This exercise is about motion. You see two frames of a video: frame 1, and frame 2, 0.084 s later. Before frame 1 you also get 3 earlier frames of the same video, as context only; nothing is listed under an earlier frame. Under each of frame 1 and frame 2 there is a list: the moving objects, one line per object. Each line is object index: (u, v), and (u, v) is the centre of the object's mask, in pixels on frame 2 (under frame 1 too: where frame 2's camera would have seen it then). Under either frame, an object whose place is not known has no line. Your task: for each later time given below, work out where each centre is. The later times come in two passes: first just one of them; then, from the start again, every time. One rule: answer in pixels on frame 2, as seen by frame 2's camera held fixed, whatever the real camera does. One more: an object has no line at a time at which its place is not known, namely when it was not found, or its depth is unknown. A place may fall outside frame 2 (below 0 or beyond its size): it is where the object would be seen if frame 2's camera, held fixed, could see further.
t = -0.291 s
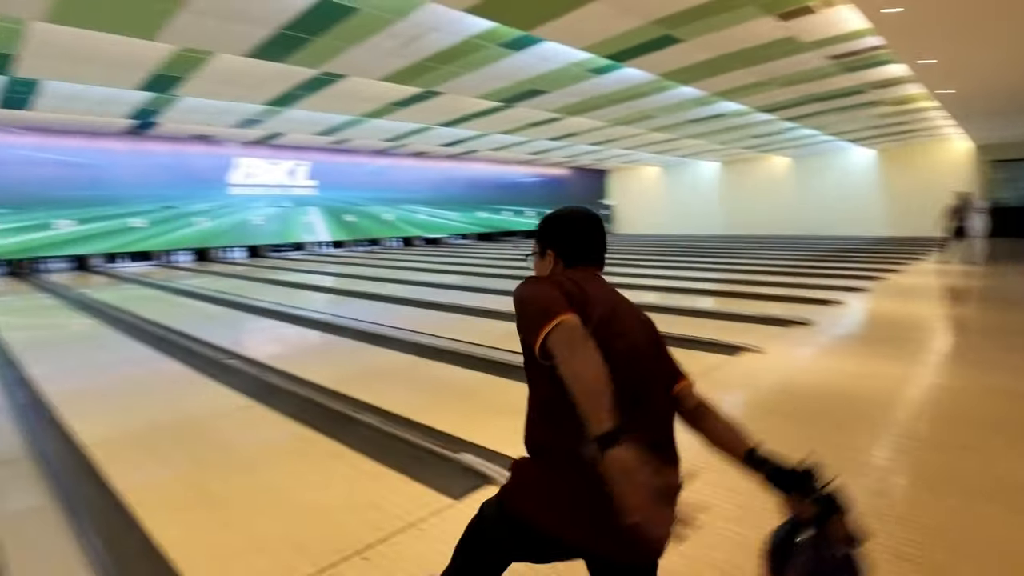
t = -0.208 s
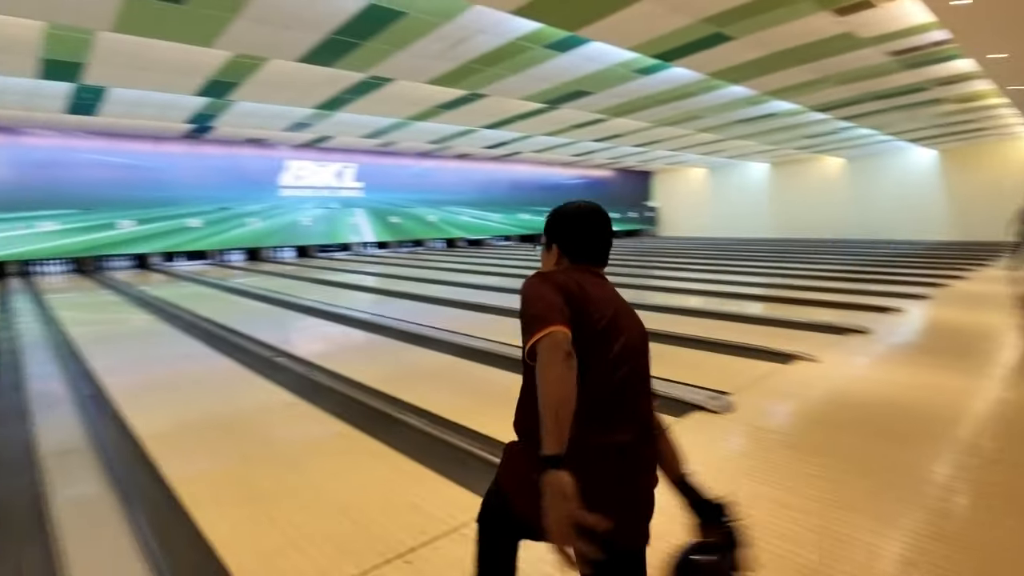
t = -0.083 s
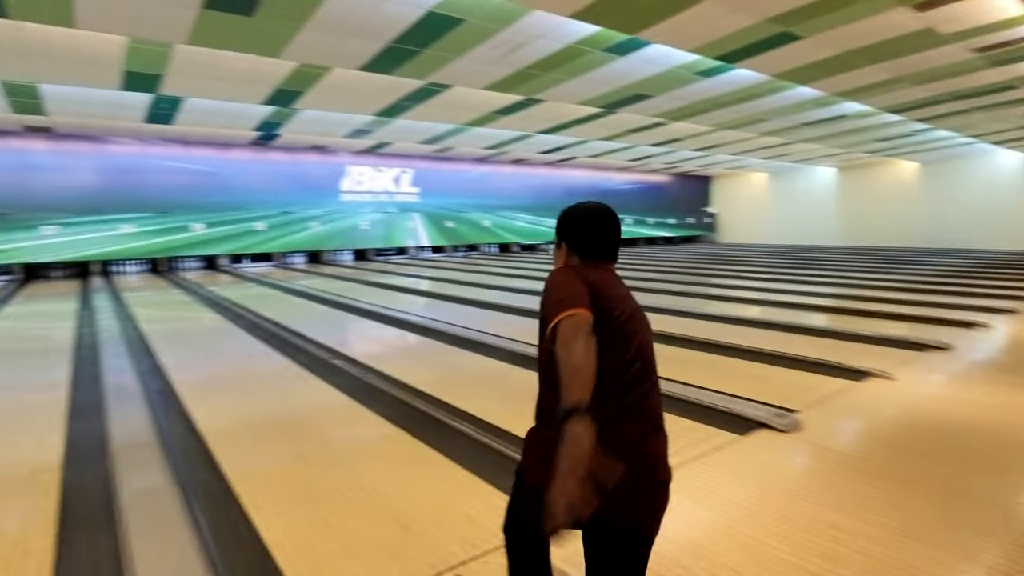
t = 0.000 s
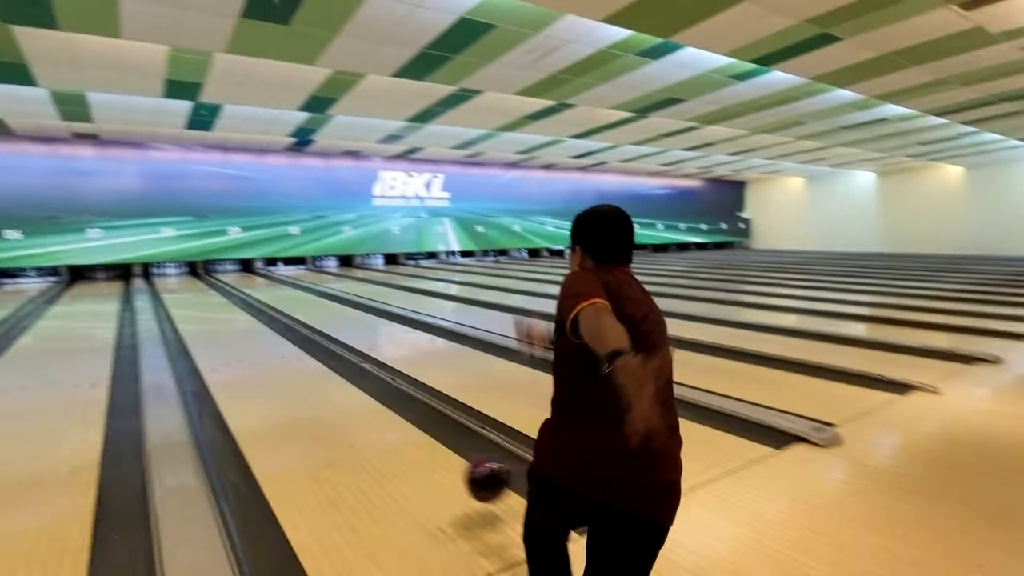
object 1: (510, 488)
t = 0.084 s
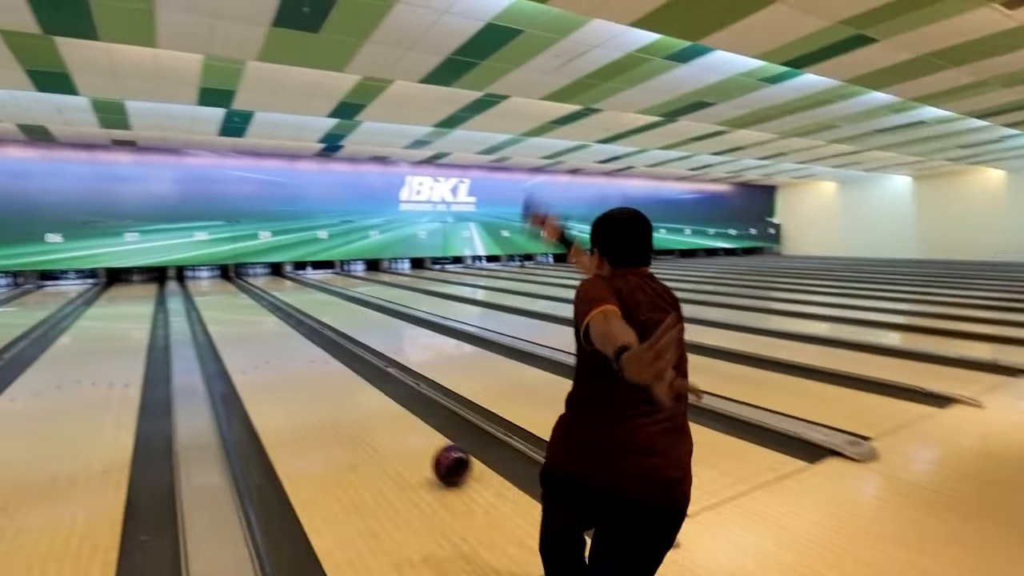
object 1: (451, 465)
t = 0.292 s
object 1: (361, 396)
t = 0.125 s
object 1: (427, 447)
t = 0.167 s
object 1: (407, 432)
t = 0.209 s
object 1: (389, 418)
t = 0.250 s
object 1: (375, 407)
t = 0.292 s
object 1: (361, 396)
